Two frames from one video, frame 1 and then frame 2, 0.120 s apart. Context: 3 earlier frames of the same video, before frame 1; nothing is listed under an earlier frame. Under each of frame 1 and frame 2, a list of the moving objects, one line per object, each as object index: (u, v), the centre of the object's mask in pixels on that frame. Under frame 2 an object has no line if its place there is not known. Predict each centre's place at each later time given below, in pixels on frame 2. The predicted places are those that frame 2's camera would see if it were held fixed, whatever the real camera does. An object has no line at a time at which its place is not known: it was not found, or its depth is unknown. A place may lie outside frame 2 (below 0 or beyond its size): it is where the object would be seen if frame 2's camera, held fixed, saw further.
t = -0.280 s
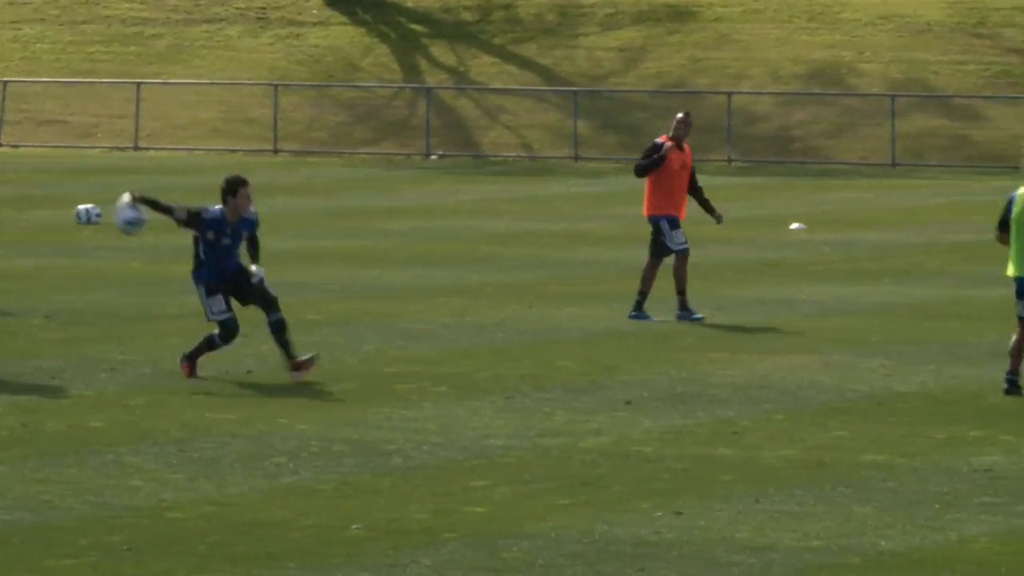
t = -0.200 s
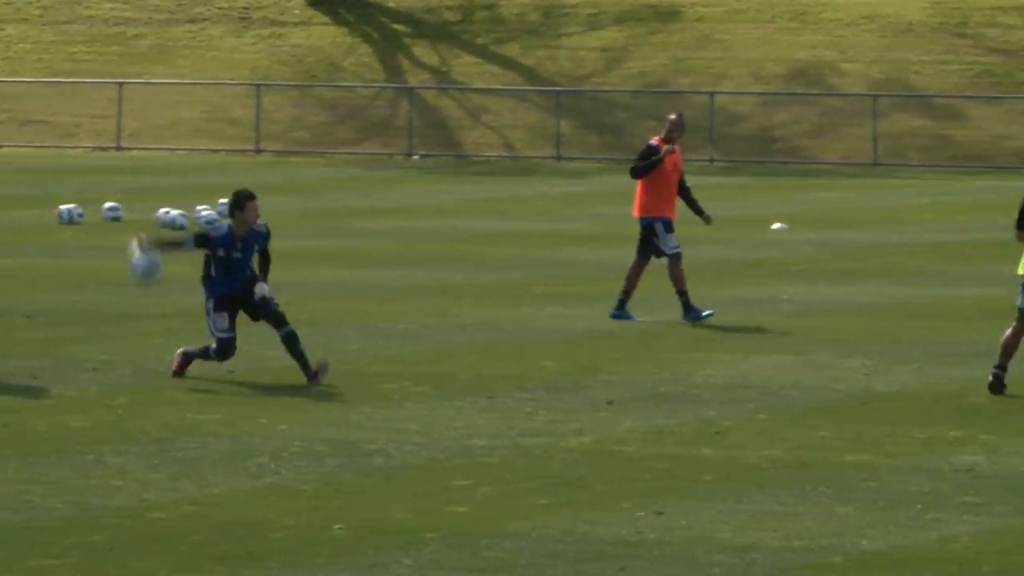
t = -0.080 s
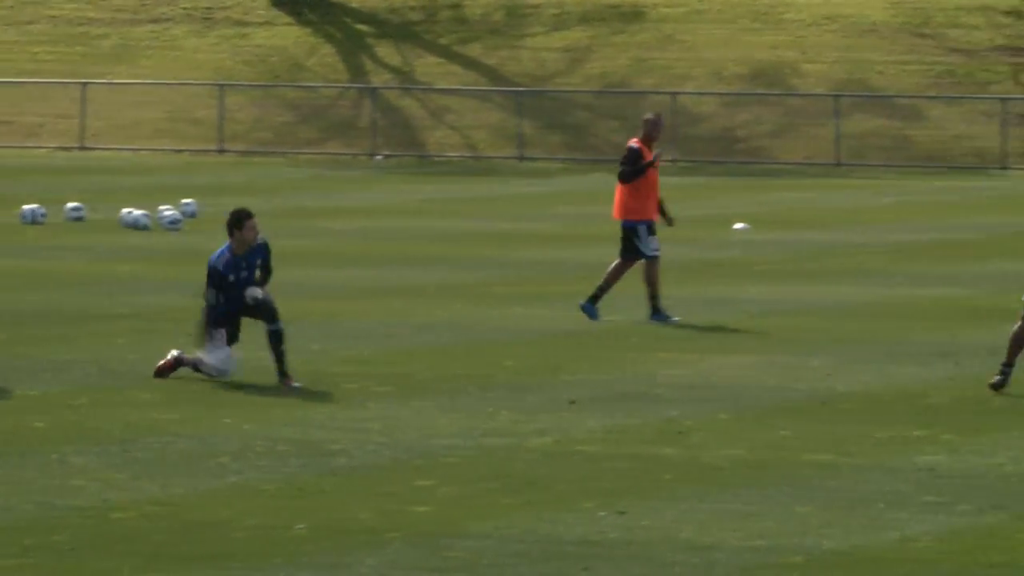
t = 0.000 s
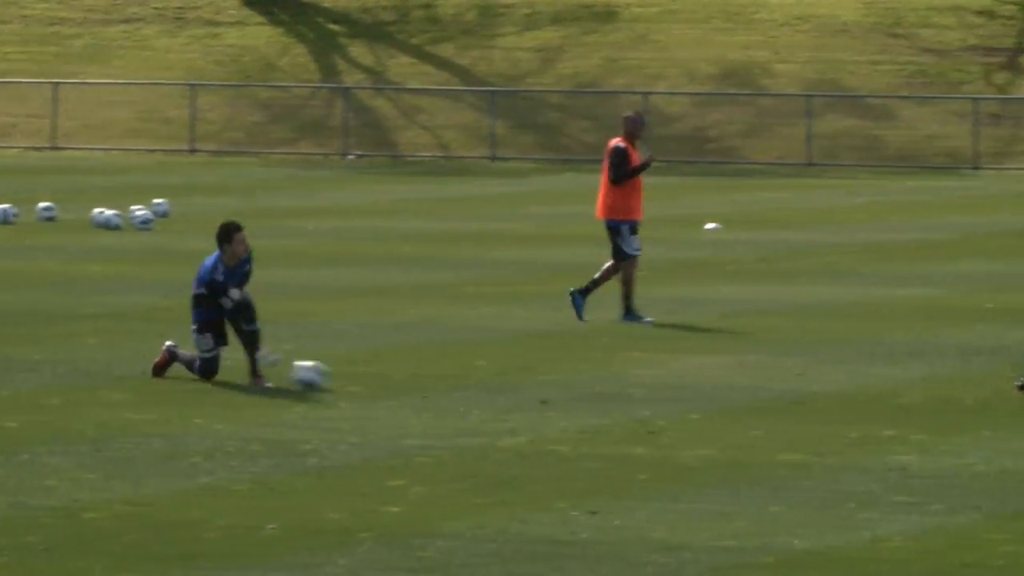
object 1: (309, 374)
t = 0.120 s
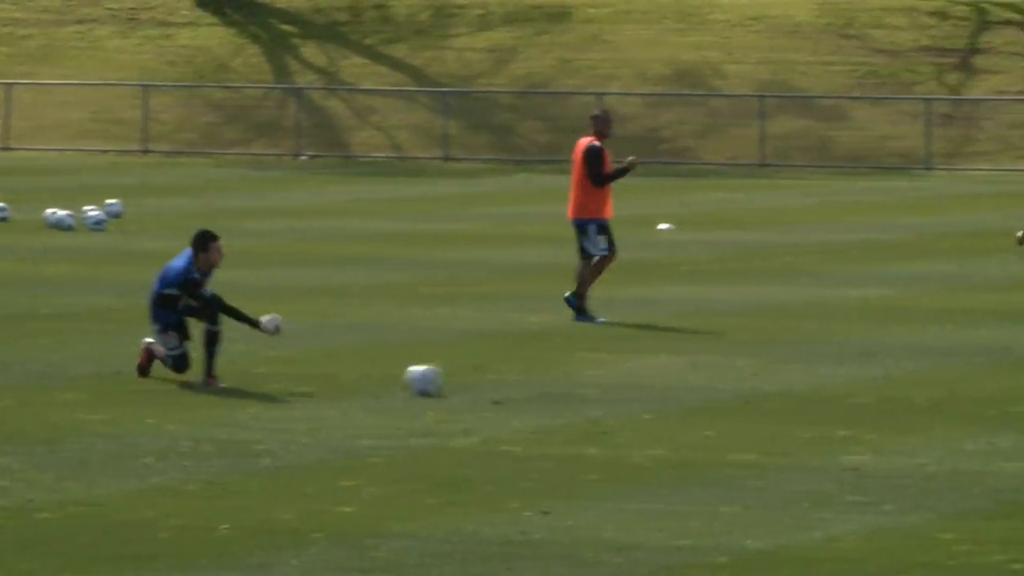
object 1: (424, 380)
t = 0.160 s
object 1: (471, 380)
